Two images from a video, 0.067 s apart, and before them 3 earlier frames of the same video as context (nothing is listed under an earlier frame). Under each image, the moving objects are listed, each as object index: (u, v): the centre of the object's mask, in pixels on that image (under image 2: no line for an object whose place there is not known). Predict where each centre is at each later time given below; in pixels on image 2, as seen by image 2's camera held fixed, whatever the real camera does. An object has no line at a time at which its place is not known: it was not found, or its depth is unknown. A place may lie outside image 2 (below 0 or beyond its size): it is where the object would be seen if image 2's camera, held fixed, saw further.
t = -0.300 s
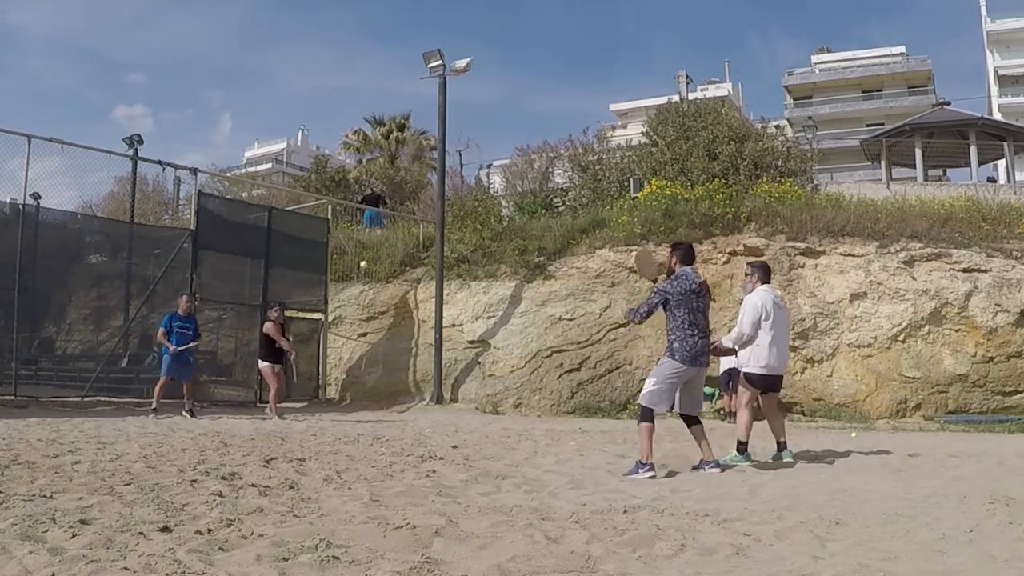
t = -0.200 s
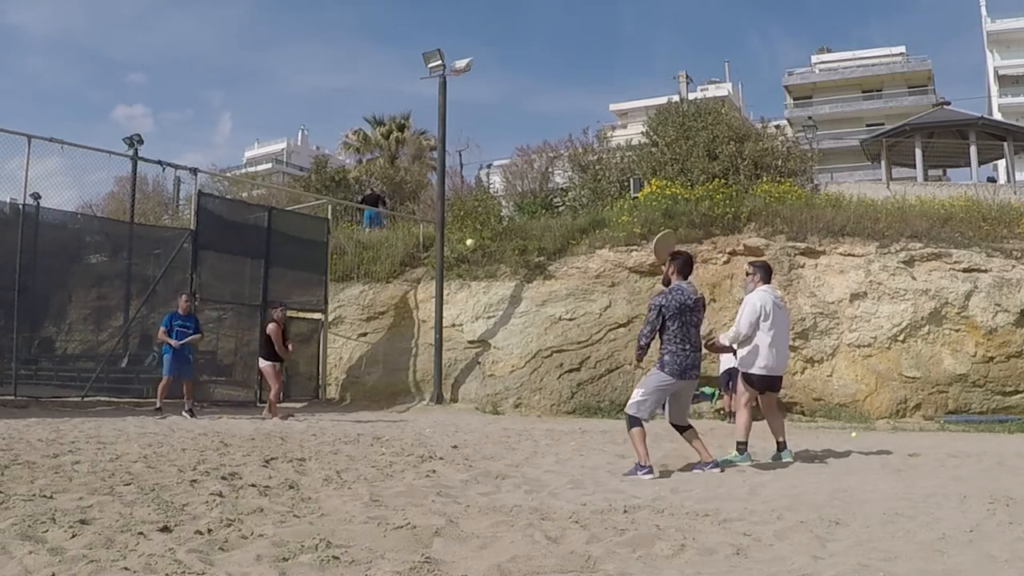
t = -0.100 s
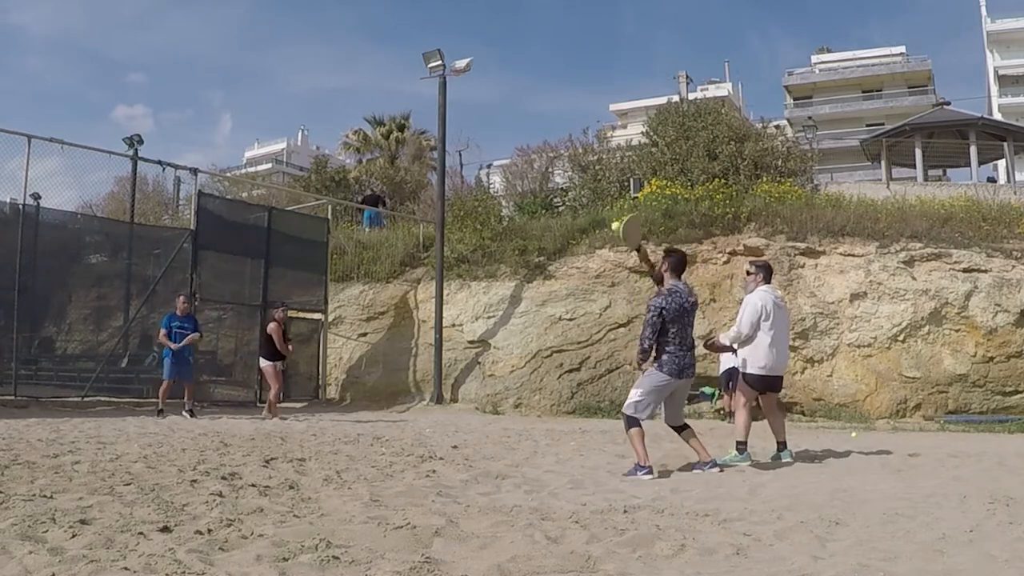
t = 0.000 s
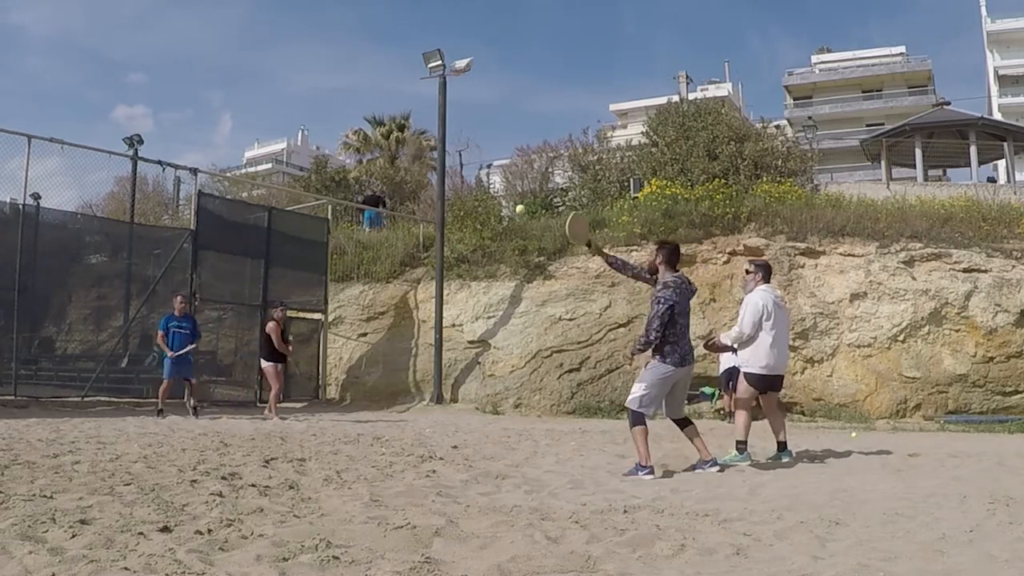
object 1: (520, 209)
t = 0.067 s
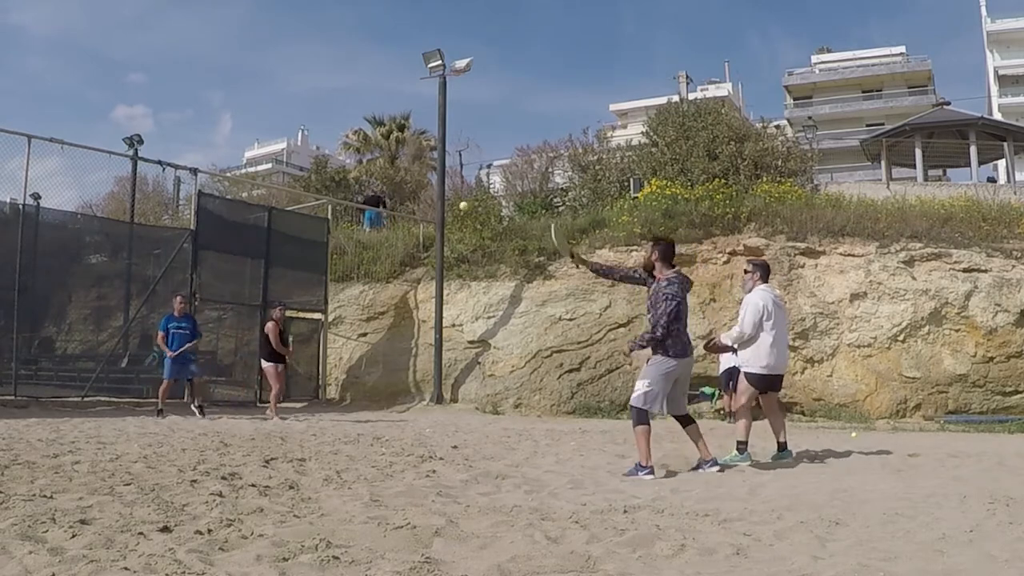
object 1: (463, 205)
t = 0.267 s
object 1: (319, 223)
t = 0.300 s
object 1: (296, 230)
